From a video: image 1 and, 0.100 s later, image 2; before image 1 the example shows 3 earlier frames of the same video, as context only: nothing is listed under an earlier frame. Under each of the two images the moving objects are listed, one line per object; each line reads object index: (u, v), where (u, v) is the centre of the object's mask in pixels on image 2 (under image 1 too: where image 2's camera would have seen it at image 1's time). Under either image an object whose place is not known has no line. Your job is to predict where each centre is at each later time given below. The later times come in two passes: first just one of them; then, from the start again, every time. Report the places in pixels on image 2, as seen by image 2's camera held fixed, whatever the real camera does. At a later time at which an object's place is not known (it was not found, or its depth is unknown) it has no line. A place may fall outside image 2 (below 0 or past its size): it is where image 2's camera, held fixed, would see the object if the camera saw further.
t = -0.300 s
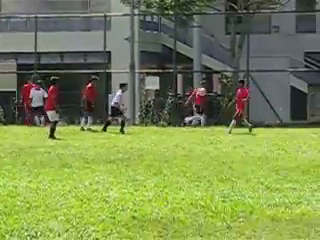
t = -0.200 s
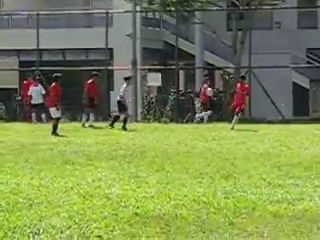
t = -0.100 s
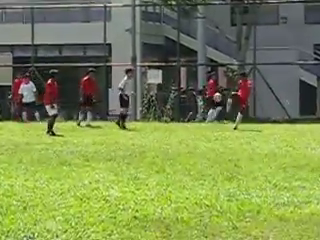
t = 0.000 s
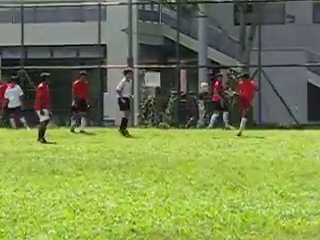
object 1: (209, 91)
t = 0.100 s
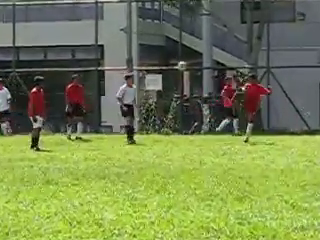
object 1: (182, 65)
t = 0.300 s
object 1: (125, 25)
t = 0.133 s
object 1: (173, 58)
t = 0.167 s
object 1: (164, 54)
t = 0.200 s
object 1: (155, 44)
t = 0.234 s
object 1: (144, 37)
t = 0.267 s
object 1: (134, 30)
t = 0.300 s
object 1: (125, 25)
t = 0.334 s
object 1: (115, 19)
